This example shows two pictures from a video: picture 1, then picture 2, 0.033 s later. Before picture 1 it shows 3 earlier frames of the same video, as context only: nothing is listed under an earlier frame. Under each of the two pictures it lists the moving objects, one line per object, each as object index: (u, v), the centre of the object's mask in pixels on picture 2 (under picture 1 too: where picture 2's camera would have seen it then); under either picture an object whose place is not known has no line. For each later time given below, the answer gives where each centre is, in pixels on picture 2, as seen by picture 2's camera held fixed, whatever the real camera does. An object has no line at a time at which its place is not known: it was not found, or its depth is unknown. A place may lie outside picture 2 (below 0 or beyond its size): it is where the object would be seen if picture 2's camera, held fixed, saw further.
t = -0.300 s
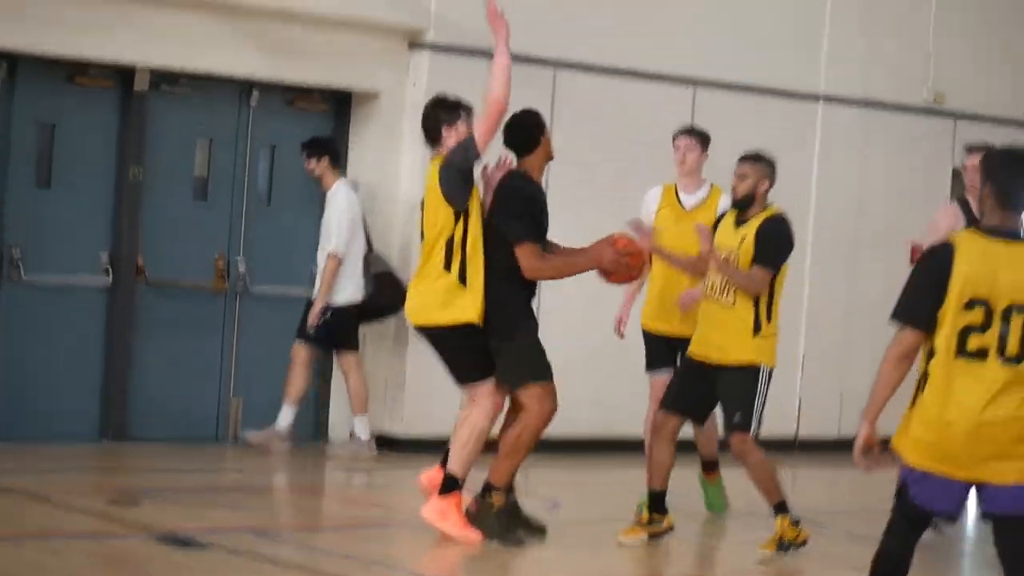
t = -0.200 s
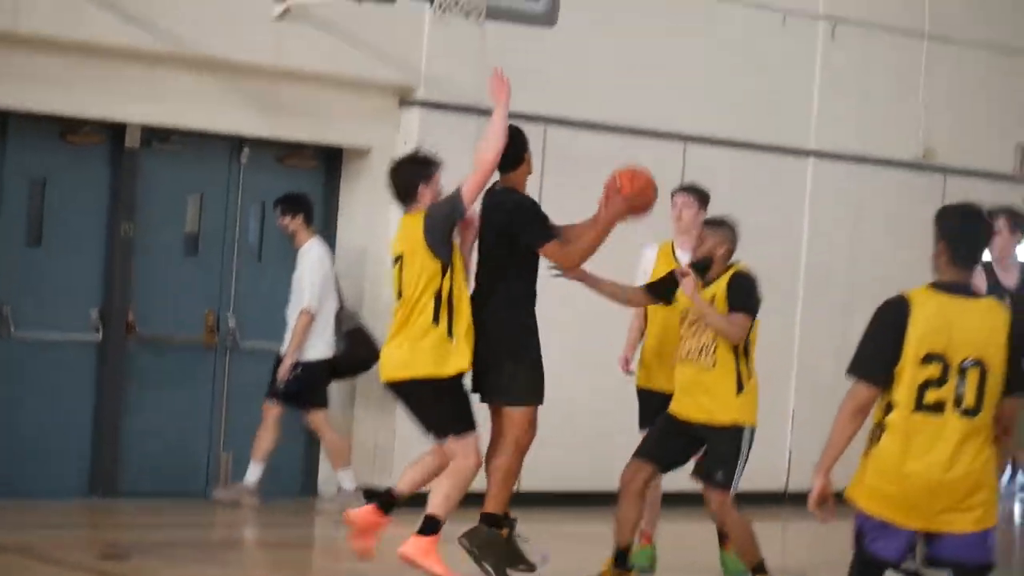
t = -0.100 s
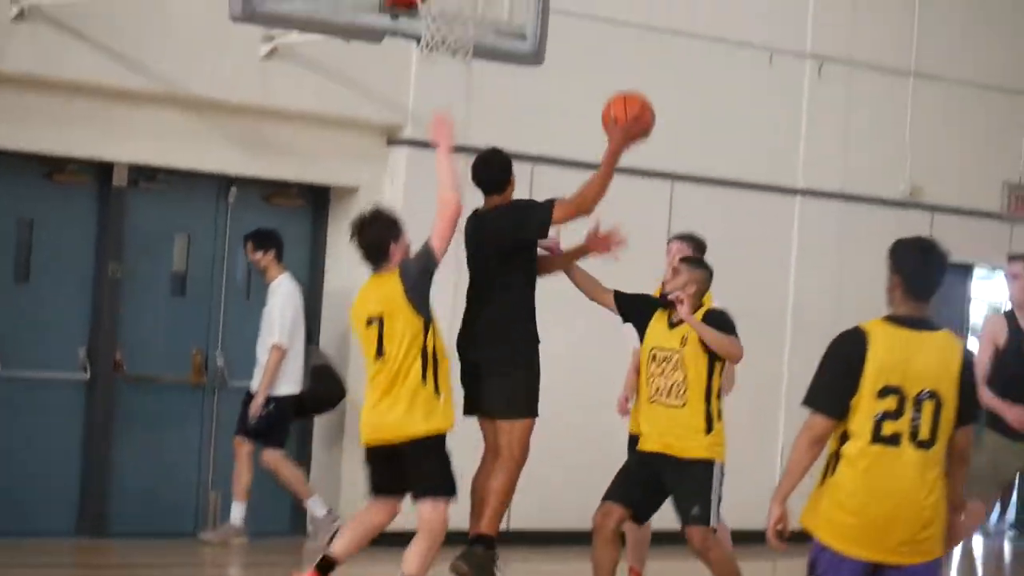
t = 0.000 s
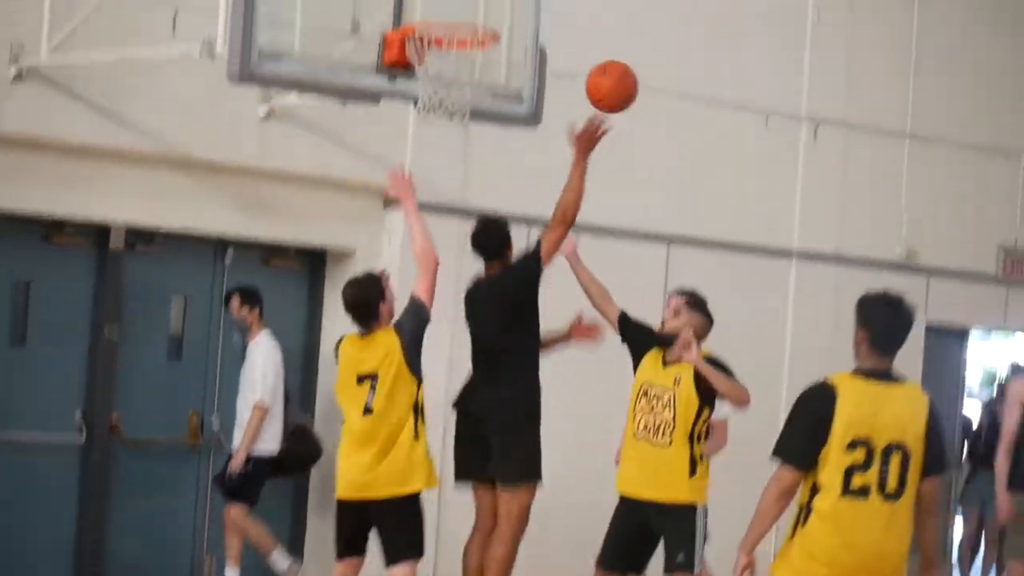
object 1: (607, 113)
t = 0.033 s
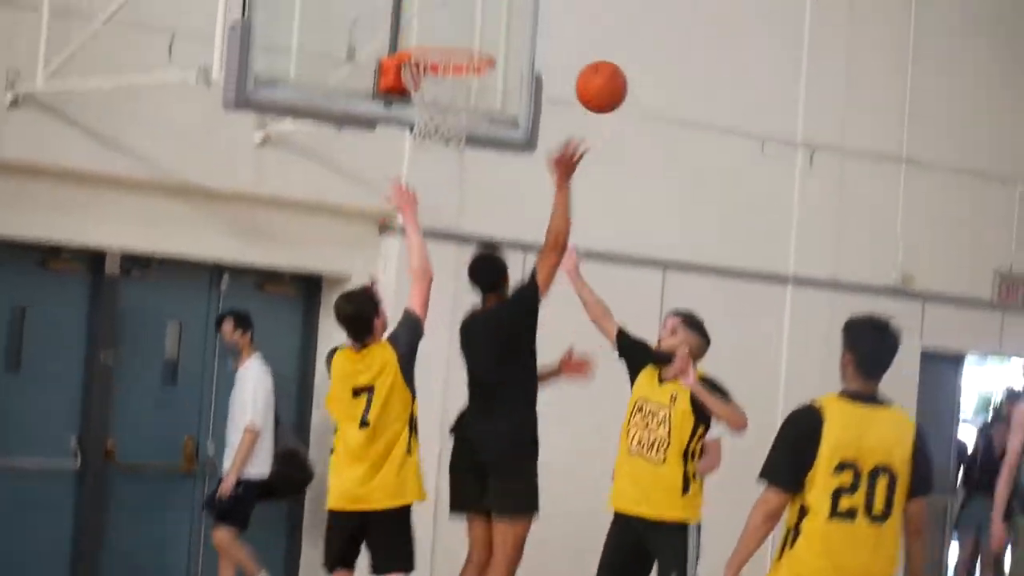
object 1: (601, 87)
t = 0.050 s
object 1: (599, 75)
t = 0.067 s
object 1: (596, 63)
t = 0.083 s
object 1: (593, 52)
